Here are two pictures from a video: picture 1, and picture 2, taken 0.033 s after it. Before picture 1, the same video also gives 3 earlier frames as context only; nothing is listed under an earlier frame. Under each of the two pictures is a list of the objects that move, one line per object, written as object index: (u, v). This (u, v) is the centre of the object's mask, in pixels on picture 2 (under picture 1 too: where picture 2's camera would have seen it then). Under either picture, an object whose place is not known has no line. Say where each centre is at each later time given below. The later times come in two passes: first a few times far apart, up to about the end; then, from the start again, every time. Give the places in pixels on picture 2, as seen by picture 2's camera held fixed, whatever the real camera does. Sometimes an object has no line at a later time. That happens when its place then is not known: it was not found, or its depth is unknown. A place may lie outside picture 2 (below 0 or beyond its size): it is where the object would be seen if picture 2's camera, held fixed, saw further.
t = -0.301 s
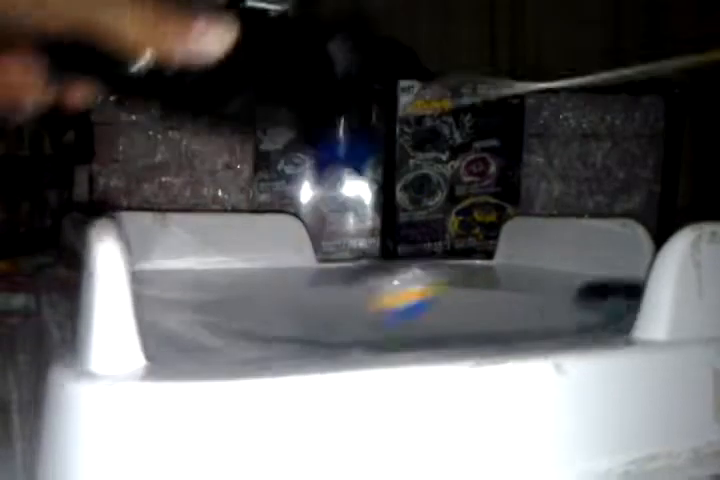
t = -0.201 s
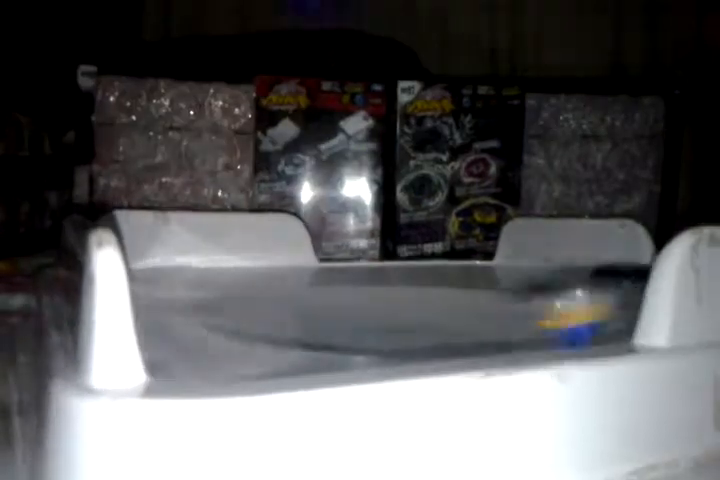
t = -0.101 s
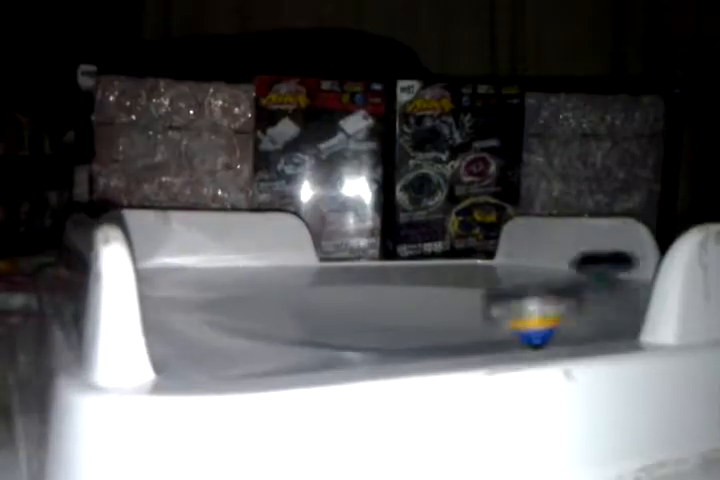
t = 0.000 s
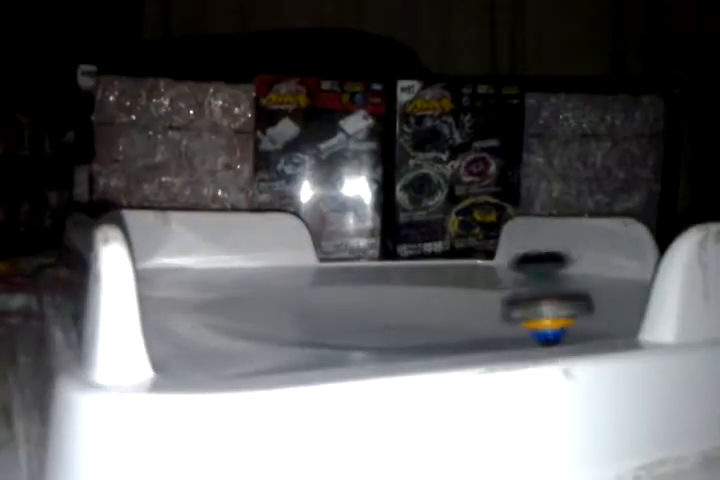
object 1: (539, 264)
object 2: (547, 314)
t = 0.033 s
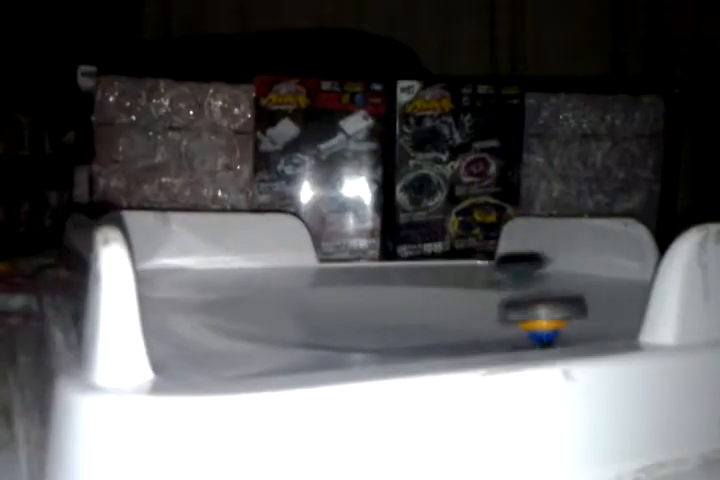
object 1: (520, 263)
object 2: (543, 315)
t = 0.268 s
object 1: (395, 264)
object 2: (332, 317)
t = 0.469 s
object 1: (293, 290)
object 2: (330, 315)
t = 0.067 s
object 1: (497, 262)
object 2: (524, 317)
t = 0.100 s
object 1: (476, 262)
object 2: (498, 318)
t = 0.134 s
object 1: (459, 262)
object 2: (467, 319)
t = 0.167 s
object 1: (443, 262)
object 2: (433, 319)
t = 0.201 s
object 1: (426, 262)
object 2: (400, 320)
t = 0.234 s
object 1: (412, 263)
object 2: (366, 320)
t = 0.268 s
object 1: (395, 264)
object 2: (332, 317)
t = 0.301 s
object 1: (378, 264)
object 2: (311, 315)
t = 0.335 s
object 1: (362, 273)
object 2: (294, 313)
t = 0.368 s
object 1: (341, 278)
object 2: (285, 312)
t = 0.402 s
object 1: (324, 283)
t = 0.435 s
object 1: (299, 291)
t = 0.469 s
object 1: (293, 290)
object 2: (330, 315)
